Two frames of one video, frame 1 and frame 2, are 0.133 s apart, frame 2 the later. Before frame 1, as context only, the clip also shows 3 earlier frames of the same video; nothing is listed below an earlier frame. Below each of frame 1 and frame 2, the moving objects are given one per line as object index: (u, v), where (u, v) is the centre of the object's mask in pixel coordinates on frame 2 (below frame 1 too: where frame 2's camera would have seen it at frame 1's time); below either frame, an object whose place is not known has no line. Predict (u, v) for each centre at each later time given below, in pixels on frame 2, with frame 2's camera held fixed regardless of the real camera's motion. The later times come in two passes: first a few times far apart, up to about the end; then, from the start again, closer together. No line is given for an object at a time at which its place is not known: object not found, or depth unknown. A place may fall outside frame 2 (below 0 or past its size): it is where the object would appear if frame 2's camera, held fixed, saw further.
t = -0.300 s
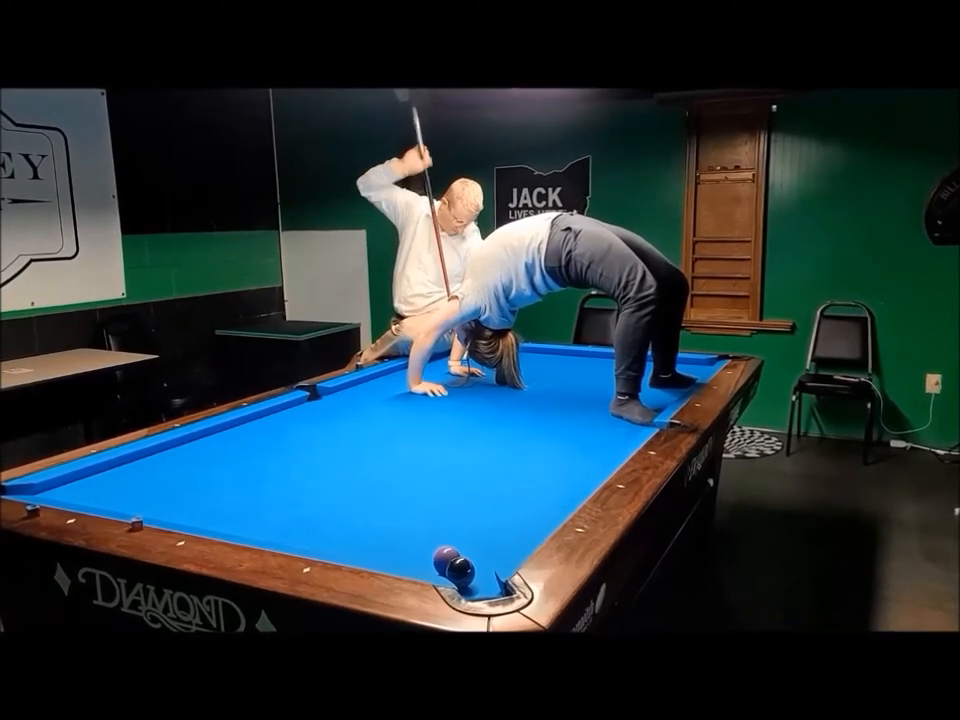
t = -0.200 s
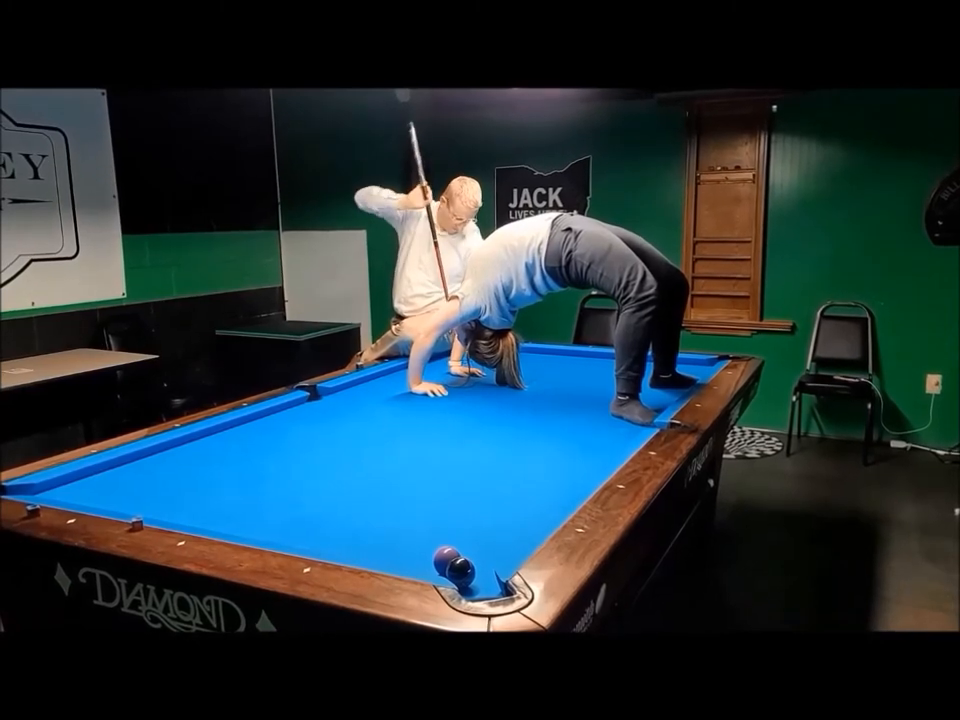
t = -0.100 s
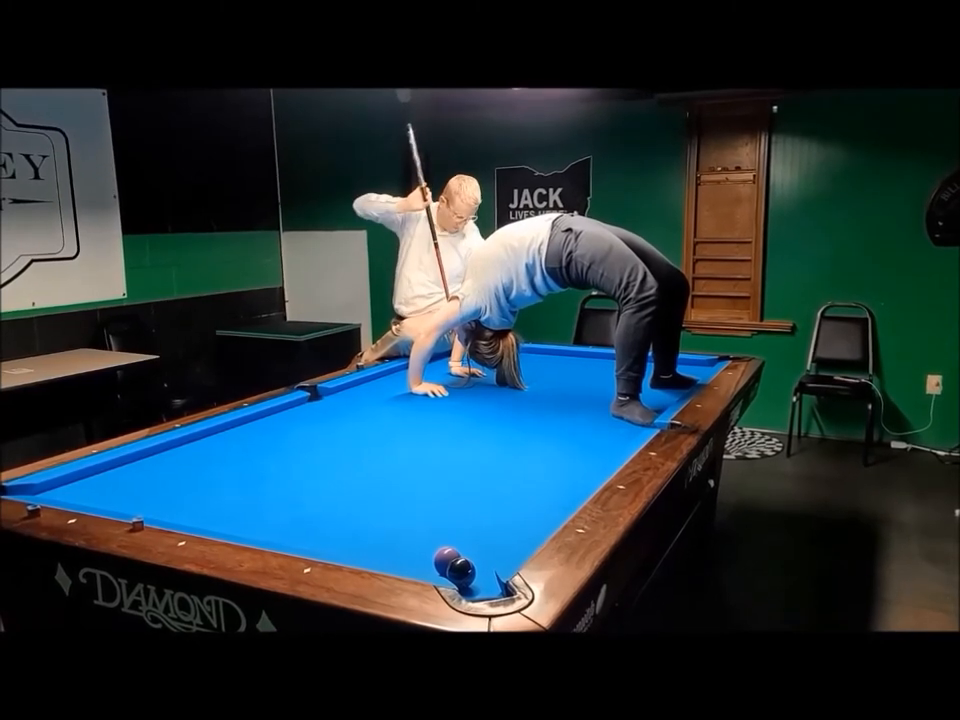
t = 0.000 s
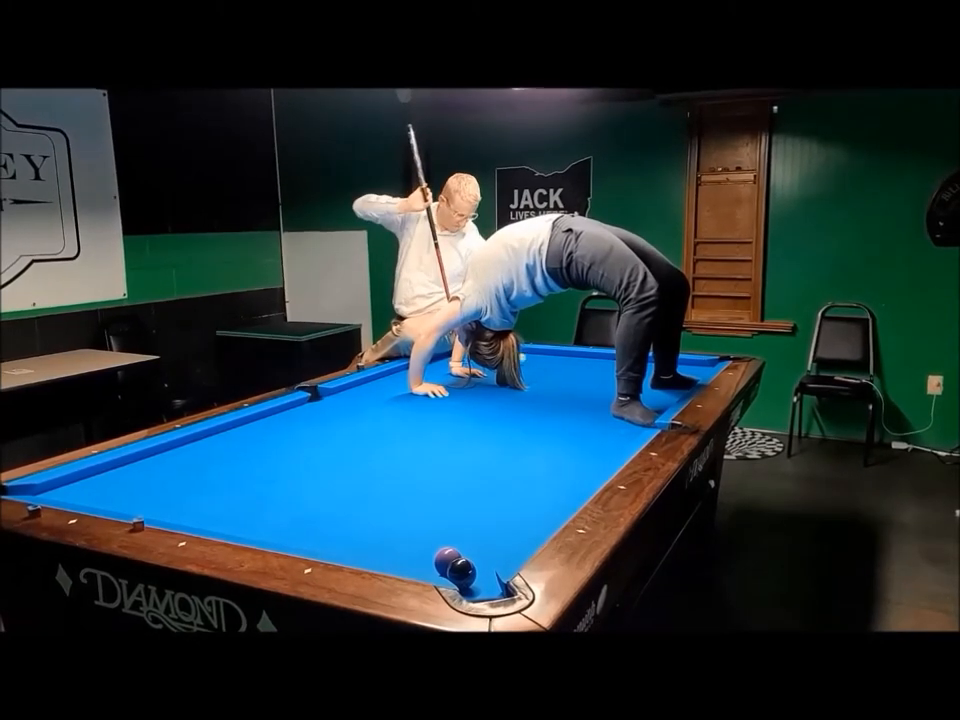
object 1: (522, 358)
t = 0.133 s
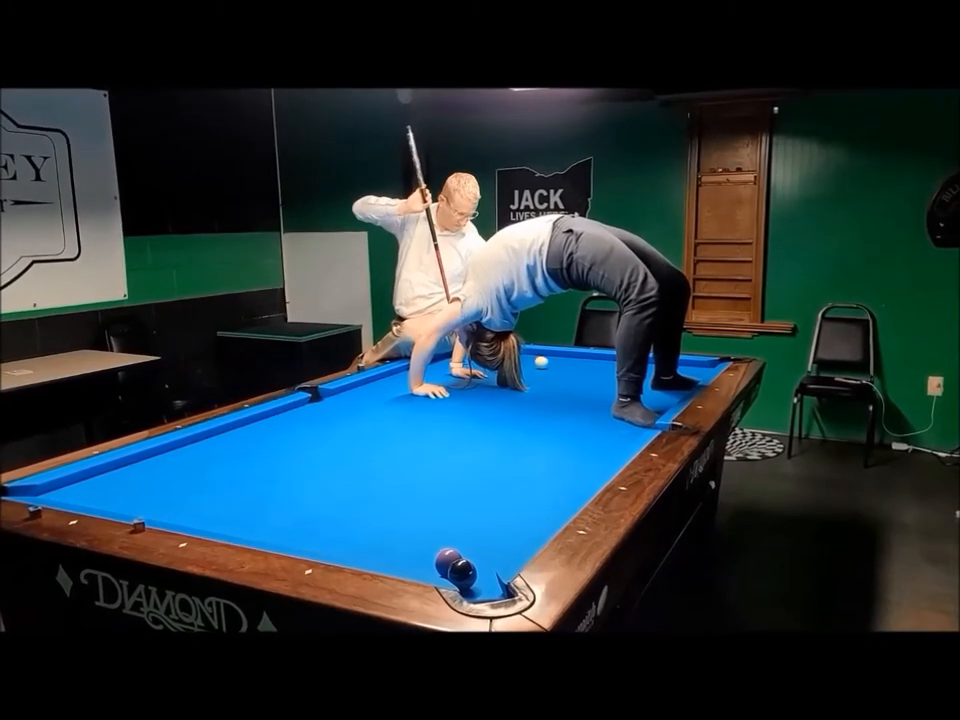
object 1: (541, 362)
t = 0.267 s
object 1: (556, 366)
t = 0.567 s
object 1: (565, 379)
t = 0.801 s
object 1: (566, 391)
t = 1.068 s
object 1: (567, 408)
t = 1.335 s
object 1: (567, 427)
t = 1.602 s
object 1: (569, 450)
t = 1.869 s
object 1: (570, 477)
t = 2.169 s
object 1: (542, 505)
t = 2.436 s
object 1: (491, 529)
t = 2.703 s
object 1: (431, 549)
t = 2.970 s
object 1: (370, 555)
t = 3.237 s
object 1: (344, 543)
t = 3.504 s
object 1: (323, 526)
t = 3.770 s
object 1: (304, 513)
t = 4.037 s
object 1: (288, 501)
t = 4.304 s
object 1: (274, 491)
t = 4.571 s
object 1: (262, 483)
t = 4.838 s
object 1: (250, 474)
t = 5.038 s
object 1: (243, 469)
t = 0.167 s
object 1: (545, 363)
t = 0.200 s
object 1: (549, 364)
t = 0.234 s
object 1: (553, 365)
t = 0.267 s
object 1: (556, 366)
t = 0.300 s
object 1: (559, 367)
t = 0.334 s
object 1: (561, 369)
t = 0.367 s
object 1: (563, 370)
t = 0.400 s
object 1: (564, 371)
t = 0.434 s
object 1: (565, 373)
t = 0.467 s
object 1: (565, 374)
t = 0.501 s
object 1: (565, 376)
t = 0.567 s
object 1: (565, 379)
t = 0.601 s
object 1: (565, 381)
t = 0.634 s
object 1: (566, 382)
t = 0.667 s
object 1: (566, 384)
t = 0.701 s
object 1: (566, 386)
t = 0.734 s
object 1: (566, 388)
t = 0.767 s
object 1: (566, 390)
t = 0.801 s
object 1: (566, 391)
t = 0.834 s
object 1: (566, 393)
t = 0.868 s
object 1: (566, 396)
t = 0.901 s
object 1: (566, 397)
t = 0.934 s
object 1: (566, 399)
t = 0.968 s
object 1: (567, 402)
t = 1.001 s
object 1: (567, 404)
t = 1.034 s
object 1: (567, 406)
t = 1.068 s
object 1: (567, 408)
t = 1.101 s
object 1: (567, 411)
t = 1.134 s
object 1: (567, 413)
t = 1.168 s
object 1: (567, 415)
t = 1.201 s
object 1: (567, 417)
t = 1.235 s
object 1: (567, 420)
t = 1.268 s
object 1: (567, 422)
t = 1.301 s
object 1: (567, 425)
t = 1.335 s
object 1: (567, 427)
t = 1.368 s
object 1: (567, 429)
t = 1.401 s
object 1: (568, 432)
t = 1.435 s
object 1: (568, 435)
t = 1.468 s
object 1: (568, 438)
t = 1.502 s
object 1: (568, 441)
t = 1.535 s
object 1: (568, 443)
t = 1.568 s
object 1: (569, 447)
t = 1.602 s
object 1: (569, 450)
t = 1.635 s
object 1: (569, 453)
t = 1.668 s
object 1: (569, 456)
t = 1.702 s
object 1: (569, 459)
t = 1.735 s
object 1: (569, 463)
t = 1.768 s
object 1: (570, 466)
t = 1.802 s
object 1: (570, 470)
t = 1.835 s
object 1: (570, 473)
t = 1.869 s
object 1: (570, 477)
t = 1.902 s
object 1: (571, 480)
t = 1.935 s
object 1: (571, 484)
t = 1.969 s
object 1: (570, 487)
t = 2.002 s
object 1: (569, 490)
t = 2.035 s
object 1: (563, 493)
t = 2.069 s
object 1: (558, 496)
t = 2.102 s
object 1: (553, 499)
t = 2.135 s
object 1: (547, 502)
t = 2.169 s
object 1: (542, 505)
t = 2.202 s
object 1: (536, 508)
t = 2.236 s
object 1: (530, 511)
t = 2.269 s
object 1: (524, 514)
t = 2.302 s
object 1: (517, 517)
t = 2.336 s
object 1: (511, 520)
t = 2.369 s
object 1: (505, 523)
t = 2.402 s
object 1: (498, 526)
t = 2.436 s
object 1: (491, 529)
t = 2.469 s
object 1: (485, 532)
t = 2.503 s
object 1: (478, 535)
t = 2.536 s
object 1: (471, 539)
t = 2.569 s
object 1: (464, 541)
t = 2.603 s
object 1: (458, 542)
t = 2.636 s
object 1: (450, 543)
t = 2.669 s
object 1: (439, 546)
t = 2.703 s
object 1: (431, 549)
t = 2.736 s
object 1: (424, 552)
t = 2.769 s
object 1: (417, 554)
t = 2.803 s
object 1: (408, 555)
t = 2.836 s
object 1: (400, 556)
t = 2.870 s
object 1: (392, 556)
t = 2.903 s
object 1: (384, 556)
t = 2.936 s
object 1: (376, 556)
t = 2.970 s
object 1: (370, 555)
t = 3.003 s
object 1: (367, 553)
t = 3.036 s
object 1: (363, 552)
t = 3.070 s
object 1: (360, 550)
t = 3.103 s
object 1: (356, 548)
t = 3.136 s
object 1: (353, 547)
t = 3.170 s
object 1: (350, 546)
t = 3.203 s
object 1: (347, 544)
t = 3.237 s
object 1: (344, 543)
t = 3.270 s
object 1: (341, 540)
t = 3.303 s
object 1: (338, 537)
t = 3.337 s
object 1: (336, 535)
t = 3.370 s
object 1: (333, 534)
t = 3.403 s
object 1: (330, 532)
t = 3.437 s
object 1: (328, 530)
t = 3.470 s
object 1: (325, 528)
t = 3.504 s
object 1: (323, 526)
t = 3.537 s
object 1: (320, 524)
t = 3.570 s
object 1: (318, 523)
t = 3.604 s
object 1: (315, 521)
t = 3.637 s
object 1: (313, 519)
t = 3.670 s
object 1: (311, 518)
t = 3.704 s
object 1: (309, 516)
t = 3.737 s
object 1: (306, 515)
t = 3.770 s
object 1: (304, 513)
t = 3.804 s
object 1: (302, 511)
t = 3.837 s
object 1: (300, 510)
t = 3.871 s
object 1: (298, 509)
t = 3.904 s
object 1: (296, 507)
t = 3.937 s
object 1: (294, 506)
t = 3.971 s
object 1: (292, 504)
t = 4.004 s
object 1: (290, 503)
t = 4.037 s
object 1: (288, 501)
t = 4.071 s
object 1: (286, 500)
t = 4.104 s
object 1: (284, 498)
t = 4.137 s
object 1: (282, 497)
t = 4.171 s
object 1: (280, 496)
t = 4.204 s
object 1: (279, 494)
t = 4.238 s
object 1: (277, 493)
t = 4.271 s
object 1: (275, 492)
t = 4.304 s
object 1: (274, 491)
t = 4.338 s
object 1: (272, 490)
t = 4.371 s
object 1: (270, 489)
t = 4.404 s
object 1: (269, 488)
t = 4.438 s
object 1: (268, 487)
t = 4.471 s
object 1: (266, 486)
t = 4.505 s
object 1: (264, 485)
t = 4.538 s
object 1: (263, 484)
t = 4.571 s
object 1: (262, 483)
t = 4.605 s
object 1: (260, 481)
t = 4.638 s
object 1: (259, 480)
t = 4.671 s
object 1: (257, 479)
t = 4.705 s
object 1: (256, 478)
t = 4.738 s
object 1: (254, 477)
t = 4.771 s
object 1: (253, 476)
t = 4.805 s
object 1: (251, 475)
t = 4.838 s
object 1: (250, 474)
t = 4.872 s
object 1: (249, 474)
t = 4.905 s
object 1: (248, 473)
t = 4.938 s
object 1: (246, 472)
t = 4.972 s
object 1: (245, 471)
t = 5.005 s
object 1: (244, 470)
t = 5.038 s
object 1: (243, 469)
